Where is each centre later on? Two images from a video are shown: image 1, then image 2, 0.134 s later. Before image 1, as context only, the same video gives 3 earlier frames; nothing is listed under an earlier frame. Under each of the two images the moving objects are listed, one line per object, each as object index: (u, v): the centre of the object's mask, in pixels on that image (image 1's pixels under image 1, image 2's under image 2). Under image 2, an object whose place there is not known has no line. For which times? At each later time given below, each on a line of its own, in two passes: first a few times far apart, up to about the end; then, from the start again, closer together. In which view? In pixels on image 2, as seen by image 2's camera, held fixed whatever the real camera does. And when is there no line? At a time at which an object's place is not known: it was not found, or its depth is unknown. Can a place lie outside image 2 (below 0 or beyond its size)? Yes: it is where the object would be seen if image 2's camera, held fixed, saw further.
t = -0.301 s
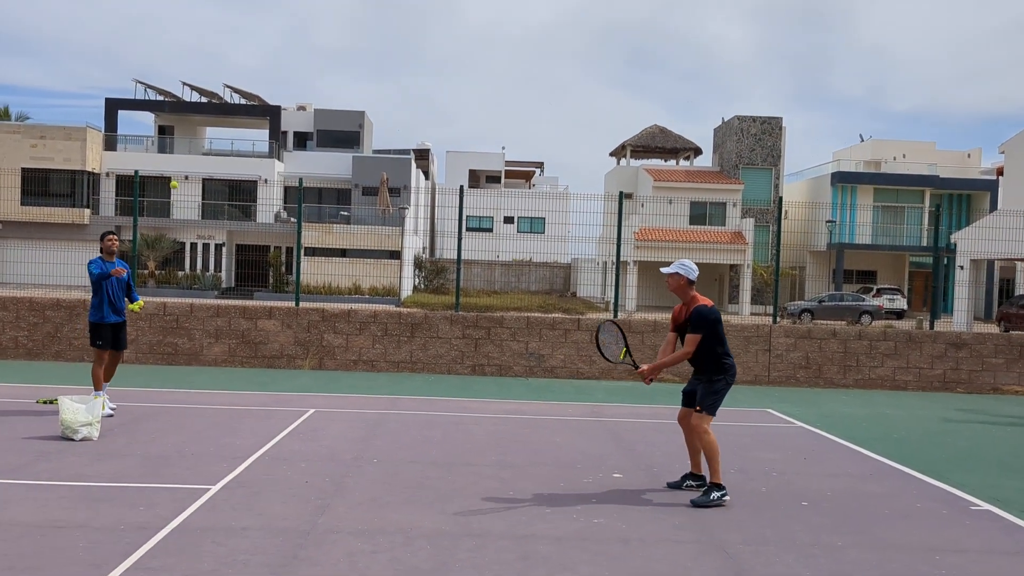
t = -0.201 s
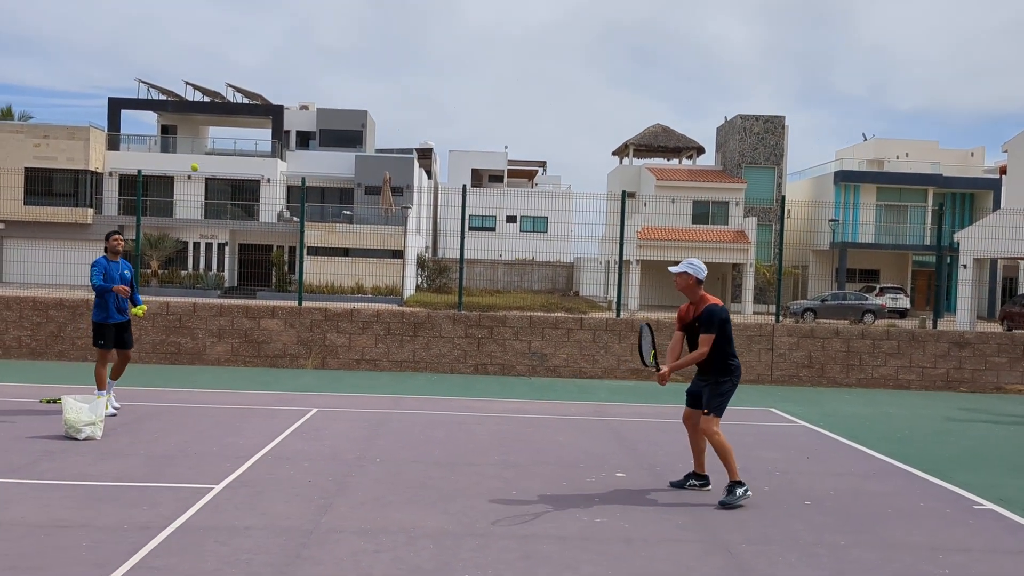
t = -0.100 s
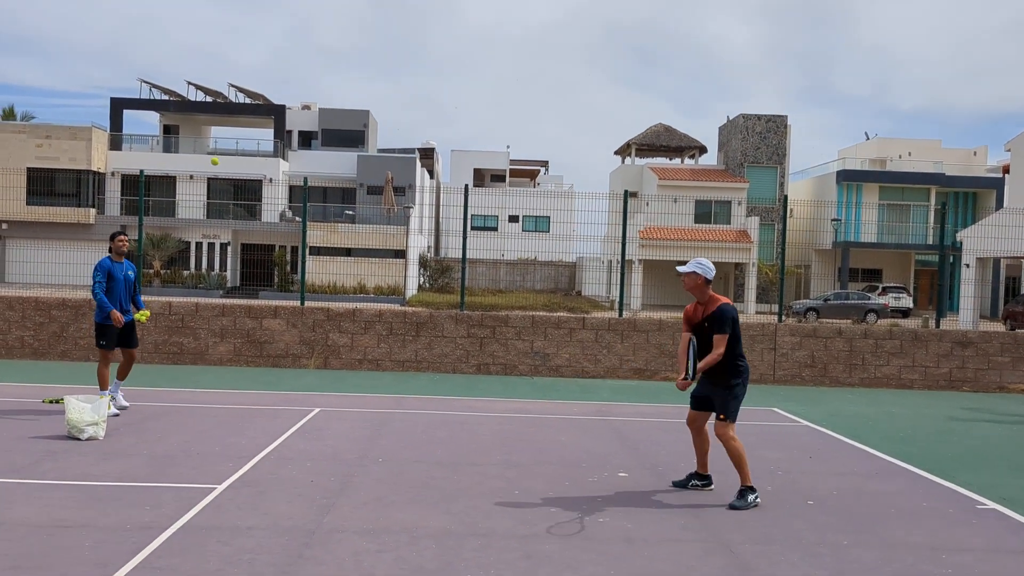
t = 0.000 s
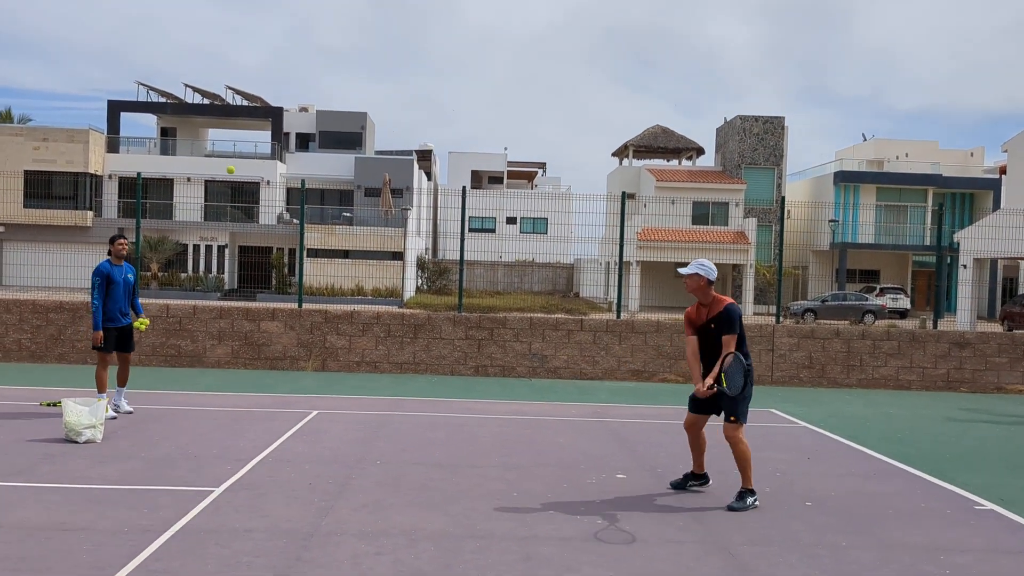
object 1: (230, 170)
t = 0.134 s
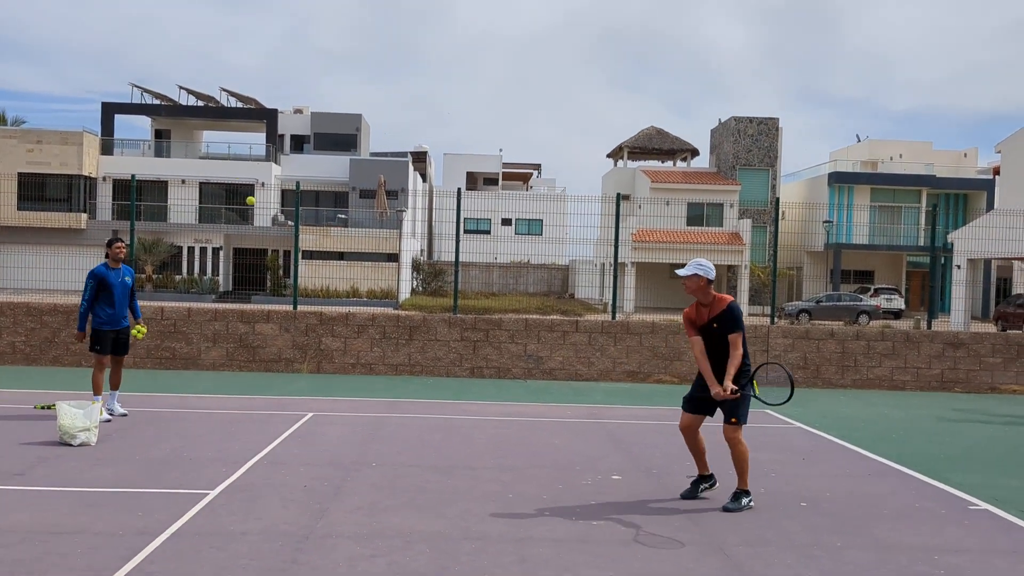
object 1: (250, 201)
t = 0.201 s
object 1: (264, 225)
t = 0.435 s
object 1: (311, 365)
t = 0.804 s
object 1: (385, 370)
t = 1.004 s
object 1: (428, 315)
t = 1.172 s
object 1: (464, 314)
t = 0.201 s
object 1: (264, 225)
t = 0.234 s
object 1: (270, 239)
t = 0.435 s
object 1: (311, 365)
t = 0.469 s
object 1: (318, 392)
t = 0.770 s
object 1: (379, 385)
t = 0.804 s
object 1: (385, 370)
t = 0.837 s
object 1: (392, 357)
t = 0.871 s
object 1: (399, 346)
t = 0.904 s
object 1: (406, 336)
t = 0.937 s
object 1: (413, 327)
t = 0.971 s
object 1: (420, 320)
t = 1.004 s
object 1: (428, 315)
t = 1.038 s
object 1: (435, 311)
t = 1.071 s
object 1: (442, 309)
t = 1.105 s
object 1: (449, 309)
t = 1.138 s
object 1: (457, 311)
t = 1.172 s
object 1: (464, 314)
